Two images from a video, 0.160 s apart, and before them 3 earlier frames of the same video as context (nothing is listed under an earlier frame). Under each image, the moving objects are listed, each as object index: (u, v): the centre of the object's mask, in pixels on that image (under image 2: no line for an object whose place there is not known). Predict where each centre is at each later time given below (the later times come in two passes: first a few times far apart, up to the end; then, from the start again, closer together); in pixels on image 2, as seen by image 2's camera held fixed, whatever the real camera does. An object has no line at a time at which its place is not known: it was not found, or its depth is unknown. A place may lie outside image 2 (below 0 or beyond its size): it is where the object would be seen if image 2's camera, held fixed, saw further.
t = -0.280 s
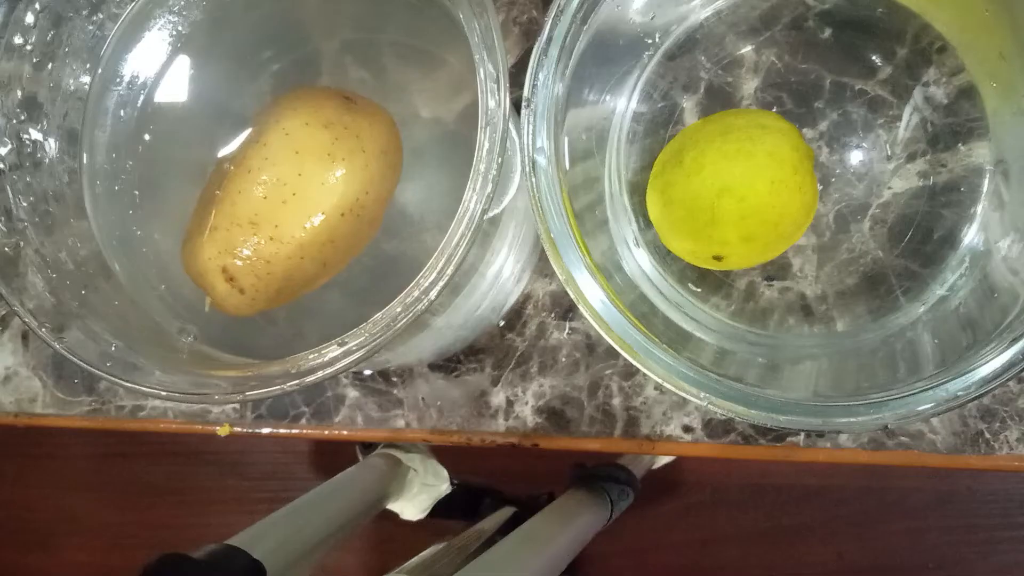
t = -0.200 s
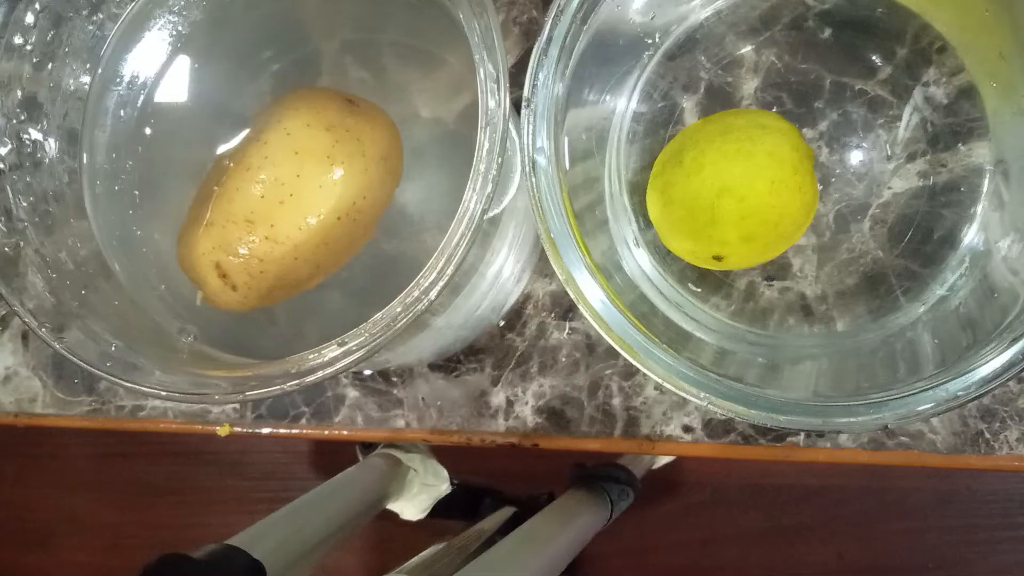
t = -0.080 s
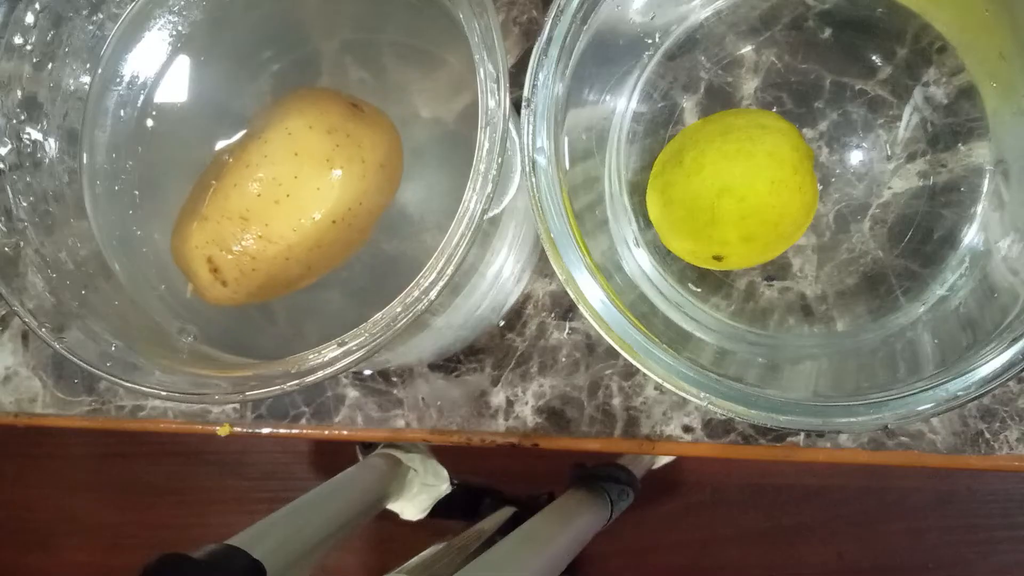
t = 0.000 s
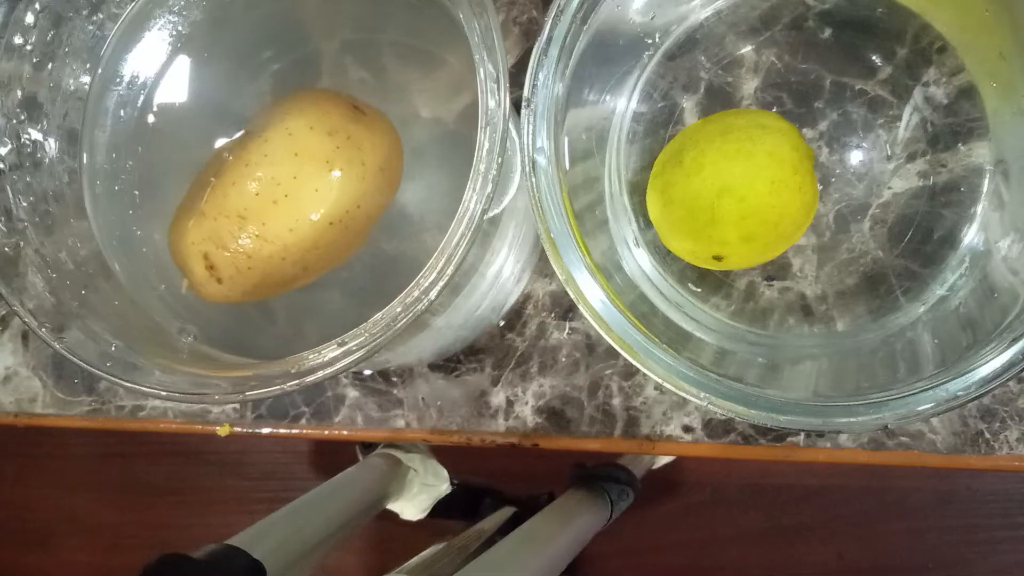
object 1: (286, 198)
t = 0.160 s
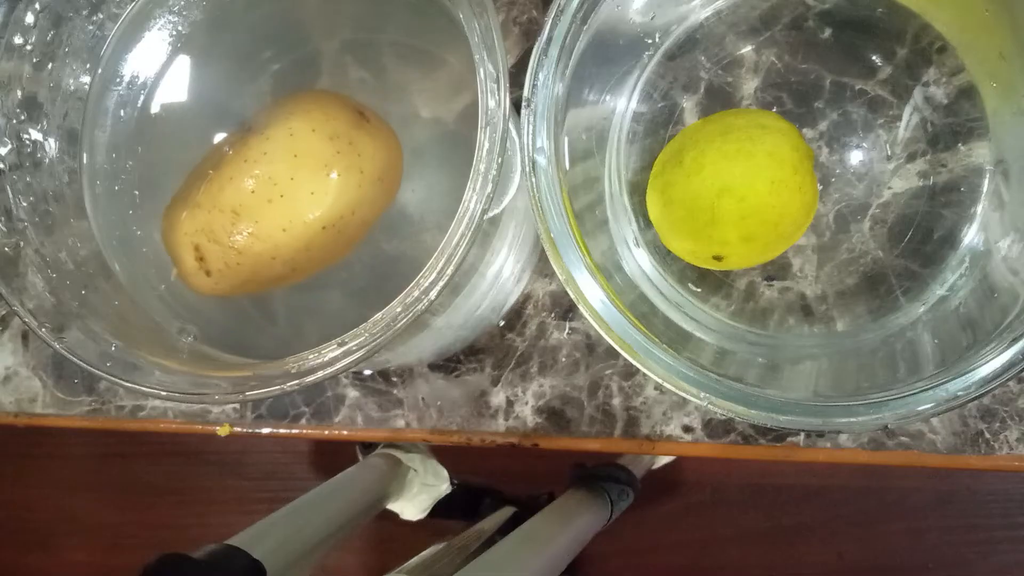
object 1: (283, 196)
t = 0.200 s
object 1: (282, 195)
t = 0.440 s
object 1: (278, 193)
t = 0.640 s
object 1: (276, 190)
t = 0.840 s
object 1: (273, 187)
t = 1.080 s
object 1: (270, 183)
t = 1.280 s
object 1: (269, 180)
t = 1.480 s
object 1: (268, 176)
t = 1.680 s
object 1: (266, 172)
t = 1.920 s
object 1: (265, 166)
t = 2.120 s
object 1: (264, 162)
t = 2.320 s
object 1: (264, 157)
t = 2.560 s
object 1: (265, 152)
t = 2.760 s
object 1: (267, 149)
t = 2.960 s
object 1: (269, 145)
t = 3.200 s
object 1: (270, 140)
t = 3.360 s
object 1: (272, 137)
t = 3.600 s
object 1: (276, 133)
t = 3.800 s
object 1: (279, 130)
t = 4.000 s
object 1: (282, 129)
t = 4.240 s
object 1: (287, 126)
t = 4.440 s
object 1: (291, 124)
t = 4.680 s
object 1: (295, 123)
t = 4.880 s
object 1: (299, 122)
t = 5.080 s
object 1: (303, 122)
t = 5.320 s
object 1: (308, 122)
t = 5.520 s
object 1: (312, 123)
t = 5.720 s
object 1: (316, 124)
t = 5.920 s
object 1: (320, 126)
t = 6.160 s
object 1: (323, 129)
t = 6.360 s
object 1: (326, 133)
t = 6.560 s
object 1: (329, 136)
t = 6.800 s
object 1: (332, 140)
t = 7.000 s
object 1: (334, 144)
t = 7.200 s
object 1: (335, 149)
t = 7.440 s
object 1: (336, 154)
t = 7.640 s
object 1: (335, 158)
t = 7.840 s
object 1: (335, 162)
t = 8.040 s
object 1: (334, 166)
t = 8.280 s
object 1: (332, 171)
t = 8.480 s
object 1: (331, 175)
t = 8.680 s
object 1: (329, 179)
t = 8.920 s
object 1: (325, 183)
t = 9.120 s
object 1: (323, 186)
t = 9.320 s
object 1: (319, 189)
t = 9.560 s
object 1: (315, 192)
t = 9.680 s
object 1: (313, 193)
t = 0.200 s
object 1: (282, 195)
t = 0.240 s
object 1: (282, 195)
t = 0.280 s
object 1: (281, 195)
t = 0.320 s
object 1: (280, 194)
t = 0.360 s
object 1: (279, 193)
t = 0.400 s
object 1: (279, 193)
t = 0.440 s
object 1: (278, 193)
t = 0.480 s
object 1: (278, 192)
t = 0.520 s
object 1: (277, 191)
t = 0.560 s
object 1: (277, 190)
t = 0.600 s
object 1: (276, 190)
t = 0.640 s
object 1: (276, 190)
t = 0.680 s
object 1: (275, 189)
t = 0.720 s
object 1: (275, 189)
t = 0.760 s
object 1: (274, 188)
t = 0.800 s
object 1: (273, 187)
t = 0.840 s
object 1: (273, 187)
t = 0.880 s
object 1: (273, 186)
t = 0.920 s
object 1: (272, 186)
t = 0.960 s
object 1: (272, 185)
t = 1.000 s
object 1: (271, 184)
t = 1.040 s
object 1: (271, 184)
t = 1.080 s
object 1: (270, 183)
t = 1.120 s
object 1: (270, 182)
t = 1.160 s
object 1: (270, 182)
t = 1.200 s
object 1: (270, 181)
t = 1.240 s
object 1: (269, 180)
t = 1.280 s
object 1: (269, 180)
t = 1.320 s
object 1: (268, 179)
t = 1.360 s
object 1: (268, 178)
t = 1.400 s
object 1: (268, 178)
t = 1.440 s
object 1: (268, 177)
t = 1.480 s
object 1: (268, 176)
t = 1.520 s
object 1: (267, 175)
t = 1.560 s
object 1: (267, 175)
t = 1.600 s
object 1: (267, 174)
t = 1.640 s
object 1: (266, 173)
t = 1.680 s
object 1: (266, 172)
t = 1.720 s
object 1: (265, 171)
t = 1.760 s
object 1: (265, 170)
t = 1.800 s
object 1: (265, 169)
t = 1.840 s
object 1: (265, 169)
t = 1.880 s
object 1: (265, 167)
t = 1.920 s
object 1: (265, 166)
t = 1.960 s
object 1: (265, 165)
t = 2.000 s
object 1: (264, 164)
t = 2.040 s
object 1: (264, 164)
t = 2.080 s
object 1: (264, 163)
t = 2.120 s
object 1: (264, 162)
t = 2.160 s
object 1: (264, 160)
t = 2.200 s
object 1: (264, 159)
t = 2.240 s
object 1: (264, 159)
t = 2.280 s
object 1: (264, 158)
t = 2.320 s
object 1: (264, 157)
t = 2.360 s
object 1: (265, 156)
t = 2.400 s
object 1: (265, 155)
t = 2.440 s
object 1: (265, 154)
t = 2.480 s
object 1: (265, 154)
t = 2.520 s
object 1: (265, 153)
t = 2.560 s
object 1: (265, 152)
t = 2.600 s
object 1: (265, 151)
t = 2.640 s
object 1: (266, 150)
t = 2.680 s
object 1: (266, 149)
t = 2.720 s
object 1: (267, 149)
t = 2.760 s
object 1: (267, 149)
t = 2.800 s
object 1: (267, 148)
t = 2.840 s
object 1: (268, 147)
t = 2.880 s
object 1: (268, 146)
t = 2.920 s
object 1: (268, 145)
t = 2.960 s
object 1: (269, 145)
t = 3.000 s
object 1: (269, 144)
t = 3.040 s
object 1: (269, 143)
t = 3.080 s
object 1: (270, 142)
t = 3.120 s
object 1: (270, 141)
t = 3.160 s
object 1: (270, 141)
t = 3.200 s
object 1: (270, 140)
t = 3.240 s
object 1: (270, 139)
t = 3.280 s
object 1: (271, 139)
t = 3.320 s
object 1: (272, 138)
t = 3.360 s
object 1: (272, 137)
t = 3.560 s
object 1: (276, 133)
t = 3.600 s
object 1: (276, 133)
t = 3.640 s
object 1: (276, 132)
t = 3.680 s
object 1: (277, 132)
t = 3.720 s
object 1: (277, 131)
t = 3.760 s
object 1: (278, 131)
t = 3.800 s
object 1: (279, 130)
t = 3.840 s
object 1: (279, 130)
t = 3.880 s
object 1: (280, 130)
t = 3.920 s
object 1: (281, 129)
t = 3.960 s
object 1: (281, 129)
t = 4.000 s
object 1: (282, 129)
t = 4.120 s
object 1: (284, 127)
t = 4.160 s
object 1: (284, 127)
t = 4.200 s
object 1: (285, 126)
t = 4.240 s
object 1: (287, 126)
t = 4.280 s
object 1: (287, 126)
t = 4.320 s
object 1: (288, 126)
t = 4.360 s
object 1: (289, 125)
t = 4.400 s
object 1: (289, 125)
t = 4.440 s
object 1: (291, 124)
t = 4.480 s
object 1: (291, 124)
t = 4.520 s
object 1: (292, 124)
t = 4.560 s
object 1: (293, 124)
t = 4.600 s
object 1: (293, 124)
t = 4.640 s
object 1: (294, 123)
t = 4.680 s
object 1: (295, 123)
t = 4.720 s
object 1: (296, 123)
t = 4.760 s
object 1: (296, 123)
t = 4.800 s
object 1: (297, 123)
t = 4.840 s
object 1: (298, 122)
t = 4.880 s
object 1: (299, 122)
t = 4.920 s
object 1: (300, 122)
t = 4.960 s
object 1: (301, 122)
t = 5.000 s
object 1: (301, 122)
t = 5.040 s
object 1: (302, 122)
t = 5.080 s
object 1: (303, 122)
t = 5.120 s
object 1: (304, 122)
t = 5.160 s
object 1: (305, 122)
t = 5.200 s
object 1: (306, 122)
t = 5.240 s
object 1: (306, 121)
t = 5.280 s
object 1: (307, 122)
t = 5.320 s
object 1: (308, 122)
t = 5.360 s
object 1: (309, 122)
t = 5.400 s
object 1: (310, 122)
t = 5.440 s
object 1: (310, 123)
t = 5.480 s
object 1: (311, 123)
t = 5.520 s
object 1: (312, 123)
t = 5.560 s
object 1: (313, 123)
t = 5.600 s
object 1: (314, 124)
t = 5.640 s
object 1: (315, 124)
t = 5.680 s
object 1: (315, 124)
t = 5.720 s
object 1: (316, 124)
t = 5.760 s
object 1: (317, 125)
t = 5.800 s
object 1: (317, 125)
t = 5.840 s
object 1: (318, 126)
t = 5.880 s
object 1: (319, 126)
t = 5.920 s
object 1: (320, 126)
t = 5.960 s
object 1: (320, 127)
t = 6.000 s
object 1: (321, 127)
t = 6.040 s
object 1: (321, 128)
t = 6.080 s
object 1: (322, 128)
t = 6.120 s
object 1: (323, 129)
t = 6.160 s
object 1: (323, 129)
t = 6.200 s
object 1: (324, 130)
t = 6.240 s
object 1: (325, 131)
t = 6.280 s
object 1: (325, 131)
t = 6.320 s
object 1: (326, 132)
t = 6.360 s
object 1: (326, 133)
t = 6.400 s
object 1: (327, 133)
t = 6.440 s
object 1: (328, 134)
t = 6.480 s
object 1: (328, 134)
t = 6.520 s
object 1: (329, 135)
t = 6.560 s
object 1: (329, 136)
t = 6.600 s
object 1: (330, 137)
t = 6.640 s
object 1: (330, 137)
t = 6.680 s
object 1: (331, 138)
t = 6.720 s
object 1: (331, 139)
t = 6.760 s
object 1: (332, 140)
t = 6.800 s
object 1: (332, 140)
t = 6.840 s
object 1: (333, 141)
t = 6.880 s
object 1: (333, 142)
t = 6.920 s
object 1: (333, 142)
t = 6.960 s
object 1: (333, 143)
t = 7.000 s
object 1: (334, 144)
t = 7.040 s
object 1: (334, 145)
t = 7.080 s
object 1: (334, 146)
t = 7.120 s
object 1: (335, 146)
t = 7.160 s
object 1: (335, 148)
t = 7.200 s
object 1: (335, 149)
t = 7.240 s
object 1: (335, 150)
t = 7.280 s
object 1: (336, 151)
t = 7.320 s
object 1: (336, 152)
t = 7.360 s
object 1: (336, 152)
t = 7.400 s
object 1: (336, 153)
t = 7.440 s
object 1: (336, 154)
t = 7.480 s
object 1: (336, 155)
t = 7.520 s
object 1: (336, 156)
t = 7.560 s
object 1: (335, 156)
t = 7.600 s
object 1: (335, 157)
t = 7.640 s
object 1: (335, 158)
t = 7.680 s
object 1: (335, 159)
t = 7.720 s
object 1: (335, 160)
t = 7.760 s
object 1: (335, 161)
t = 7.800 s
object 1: (335, 161)
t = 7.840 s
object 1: (335, 162)
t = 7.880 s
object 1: (335, 162)
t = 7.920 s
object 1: (334, 164)
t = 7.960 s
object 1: (334, 165)
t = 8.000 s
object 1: (334, 165)
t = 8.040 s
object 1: (334, 166)
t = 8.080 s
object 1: (334, 167)
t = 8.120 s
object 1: (334, 168)
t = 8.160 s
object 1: (333, 169)
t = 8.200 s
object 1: (333, 170)
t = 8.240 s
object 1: (333, 171)
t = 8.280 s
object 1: (332, 171)
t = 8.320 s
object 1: (332, 172)
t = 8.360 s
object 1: (332, 172)
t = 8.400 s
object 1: (331, 174)
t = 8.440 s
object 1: (331, 175)
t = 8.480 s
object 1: (331, 175)
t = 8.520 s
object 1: (330, 176)
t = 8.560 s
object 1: (330, 176)
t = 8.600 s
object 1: (329, 178)
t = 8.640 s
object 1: (329, 179)
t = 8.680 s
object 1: (329, 179)
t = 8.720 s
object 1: (328, 180)
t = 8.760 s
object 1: (328, 180)
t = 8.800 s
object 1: (327, 181)
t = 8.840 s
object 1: (326, 182)
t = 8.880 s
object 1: (326, 183)
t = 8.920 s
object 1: (325, 183)
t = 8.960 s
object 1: (325, 184)
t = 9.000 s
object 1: (325, 184)
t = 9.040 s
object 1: (324, 185)
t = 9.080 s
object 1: (323, 186)
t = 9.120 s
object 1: (323, 186)
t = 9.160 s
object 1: (322, 187)
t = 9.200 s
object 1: (322, 188)
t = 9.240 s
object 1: (321, 188)
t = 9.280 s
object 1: (321, 188)
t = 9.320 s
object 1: (319, 189)
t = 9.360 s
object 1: (319, 190)
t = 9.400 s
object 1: (318, 190)
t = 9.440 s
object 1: (318, 191)
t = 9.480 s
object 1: (317, 191)
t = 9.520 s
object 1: (316, 192)
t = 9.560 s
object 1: (315, 192)
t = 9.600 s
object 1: (315, 193)
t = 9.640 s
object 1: (314, 193)
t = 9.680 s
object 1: (313, 193)
